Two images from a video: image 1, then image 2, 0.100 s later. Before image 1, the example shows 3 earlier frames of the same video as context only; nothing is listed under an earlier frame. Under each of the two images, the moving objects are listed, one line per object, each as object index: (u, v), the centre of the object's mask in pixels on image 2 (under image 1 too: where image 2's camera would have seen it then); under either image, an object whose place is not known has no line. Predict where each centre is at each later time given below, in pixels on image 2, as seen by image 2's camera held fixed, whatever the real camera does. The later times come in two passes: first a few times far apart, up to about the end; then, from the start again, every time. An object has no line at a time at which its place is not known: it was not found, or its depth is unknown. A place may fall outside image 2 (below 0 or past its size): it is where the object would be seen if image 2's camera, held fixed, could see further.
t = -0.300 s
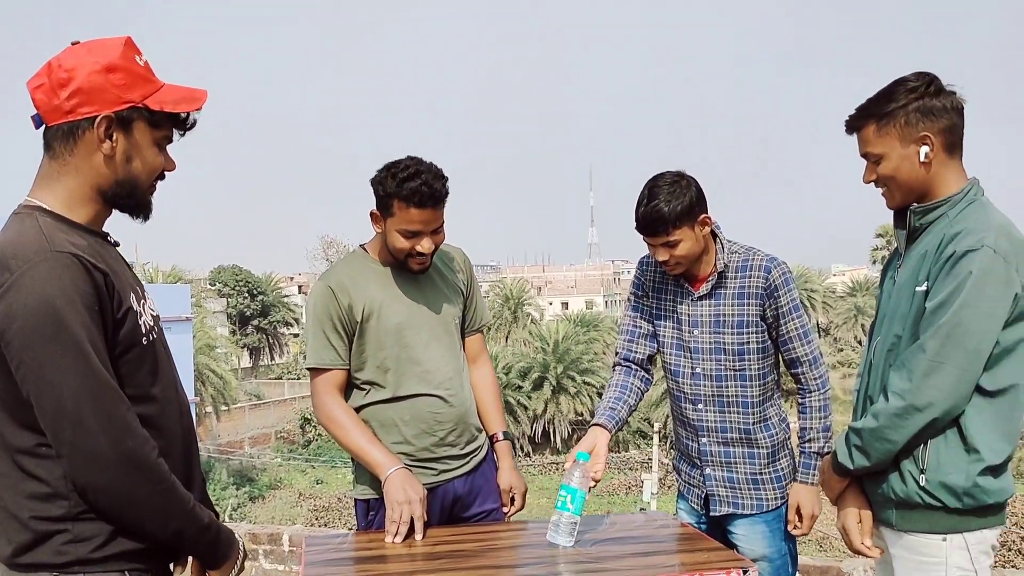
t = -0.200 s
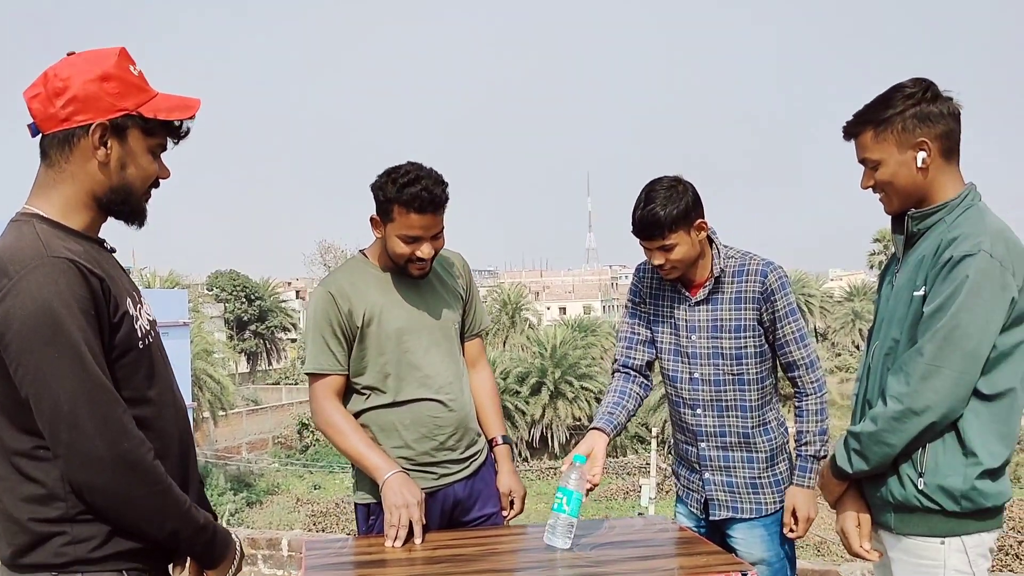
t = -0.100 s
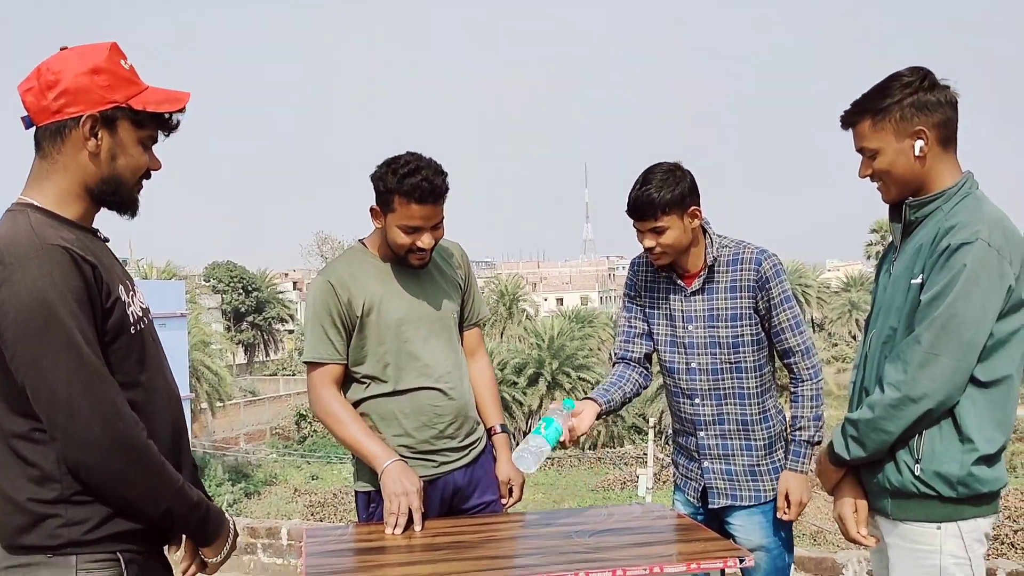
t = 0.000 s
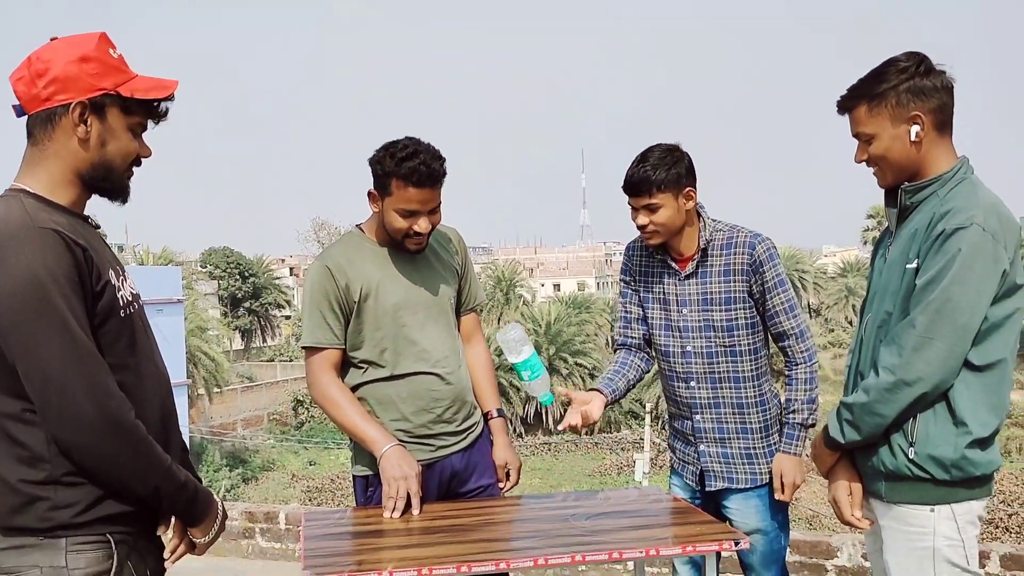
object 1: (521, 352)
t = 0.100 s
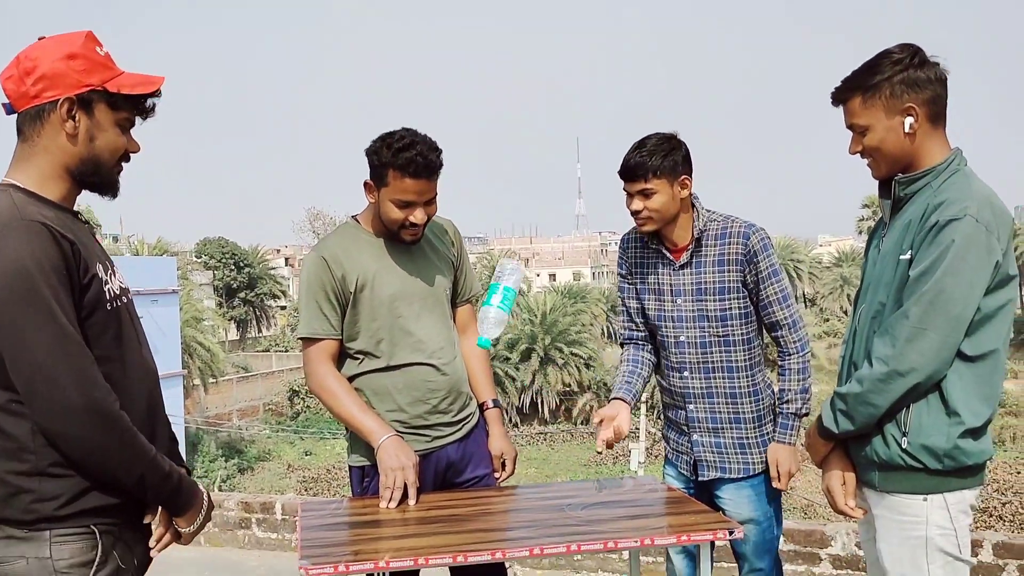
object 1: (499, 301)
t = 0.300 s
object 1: (478, 315)
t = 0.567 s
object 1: (459, 497)
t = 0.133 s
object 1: (494, 292)
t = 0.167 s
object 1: (490, 287)
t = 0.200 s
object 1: (487, 286)
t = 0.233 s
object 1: (483, 290)
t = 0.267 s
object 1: (480, 300)
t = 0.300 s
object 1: (478, 315)
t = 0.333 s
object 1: (476, 336)
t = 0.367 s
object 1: (475, 362)
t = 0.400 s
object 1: (473, 393)
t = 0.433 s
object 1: (472, 431)
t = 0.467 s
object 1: (470, 474)
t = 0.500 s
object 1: (466, 493)
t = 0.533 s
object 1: (463, 495)
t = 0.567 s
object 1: (459, 497)
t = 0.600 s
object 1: (455, 500)
